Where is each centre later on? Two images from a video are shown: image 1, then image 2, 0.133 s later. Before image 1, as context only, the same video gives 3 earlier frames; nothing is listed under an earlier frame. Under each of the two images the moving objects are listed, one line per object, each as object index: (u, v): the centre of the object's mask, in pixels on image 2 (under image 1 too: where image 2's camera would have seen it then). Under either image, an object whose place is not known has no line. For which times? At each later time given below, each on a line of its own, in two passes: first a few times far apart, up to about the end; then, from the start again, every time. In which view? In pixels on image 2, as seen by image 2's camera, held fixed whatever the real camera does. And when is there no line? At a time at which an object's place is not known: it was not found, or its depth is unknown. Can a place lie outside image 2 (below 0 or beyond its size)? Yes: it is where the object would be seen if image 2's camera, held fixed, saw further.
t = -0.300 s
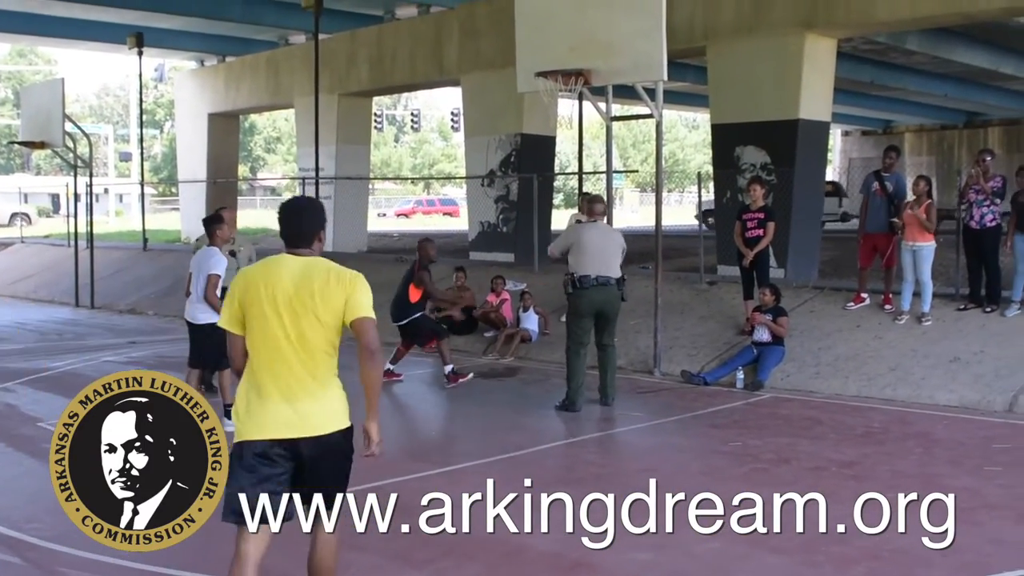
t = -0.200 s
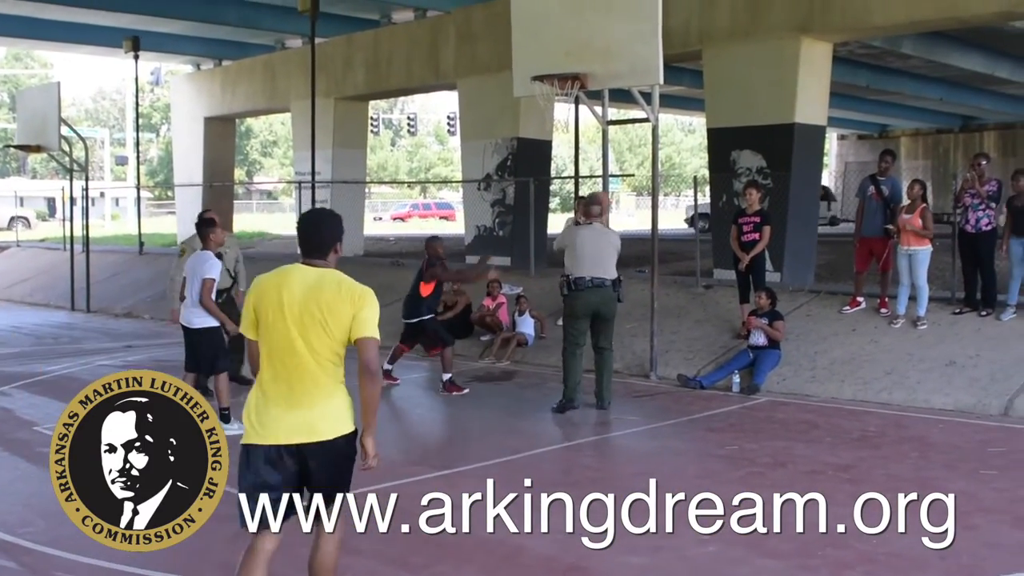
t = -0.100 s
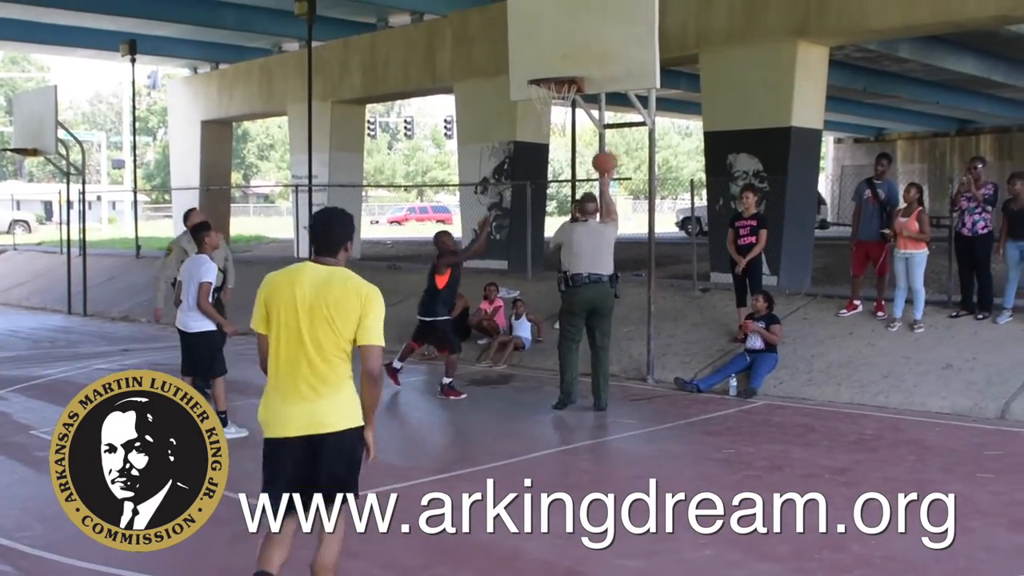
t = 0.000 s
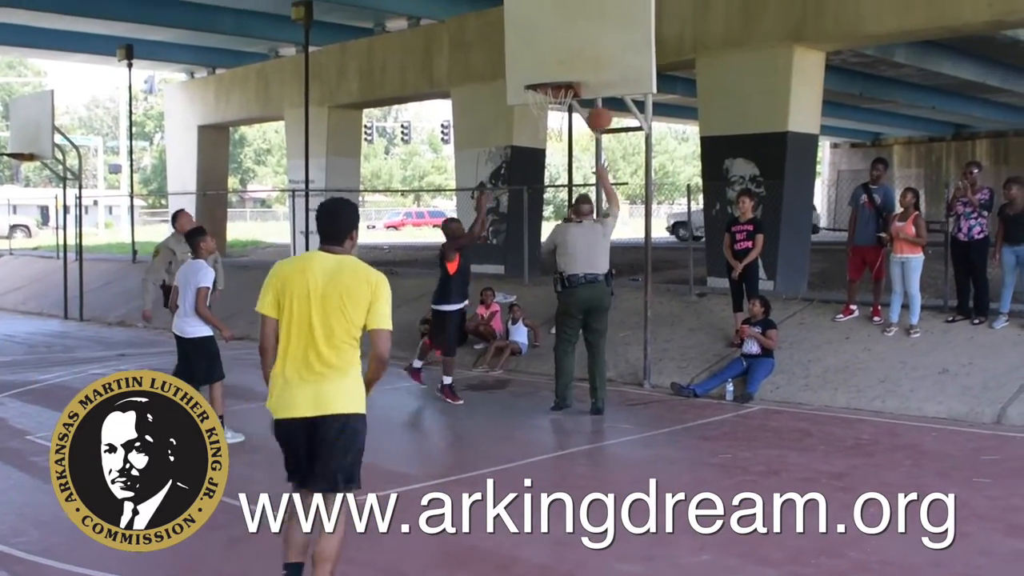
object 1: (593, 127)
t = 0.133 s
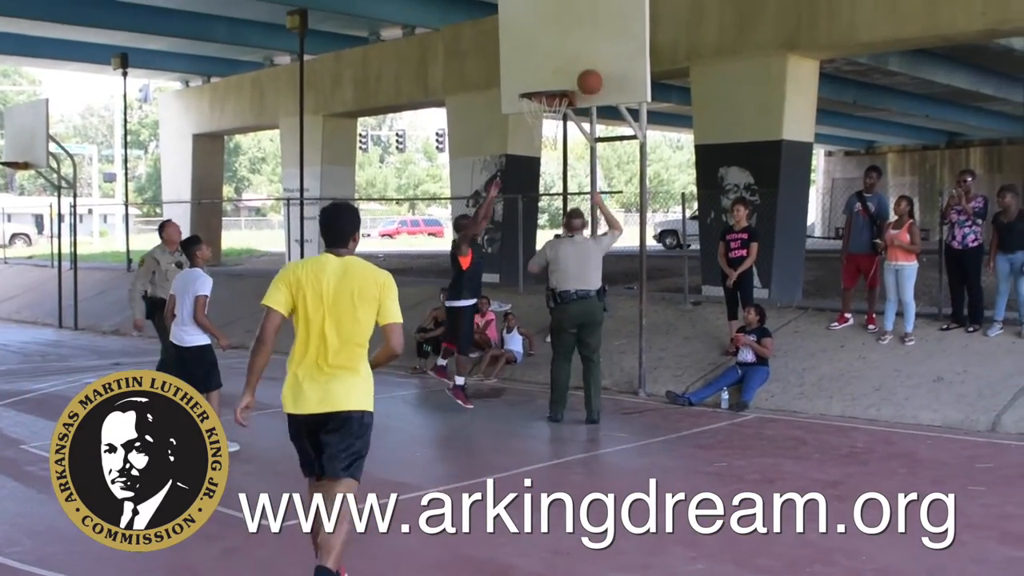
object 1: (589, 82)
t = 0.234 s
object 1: (587, 60)
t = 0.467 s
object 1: (559, 73)
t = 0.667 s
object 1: (534, 127)
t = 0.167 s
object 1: (589, 73)
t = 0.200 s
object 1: (588, 66)
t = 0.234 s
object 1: (587, 60)
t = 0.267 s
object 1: (584, 57)
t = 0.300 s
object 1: (580, 57)
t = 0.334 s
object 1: (576, 58)
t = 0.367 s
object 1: (571, 60)
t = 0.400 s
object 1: (567, 63)
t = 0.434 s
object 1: (563, 67)
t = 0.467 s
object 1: (559, 73)
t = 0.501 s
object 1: (555, 79)
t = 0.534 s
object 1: (550, 84)
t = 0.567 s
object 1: (546, 92)
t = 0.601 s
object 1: (545, 108)
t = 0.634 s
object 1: (537, 117)
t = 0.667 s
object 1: (534, 127)
